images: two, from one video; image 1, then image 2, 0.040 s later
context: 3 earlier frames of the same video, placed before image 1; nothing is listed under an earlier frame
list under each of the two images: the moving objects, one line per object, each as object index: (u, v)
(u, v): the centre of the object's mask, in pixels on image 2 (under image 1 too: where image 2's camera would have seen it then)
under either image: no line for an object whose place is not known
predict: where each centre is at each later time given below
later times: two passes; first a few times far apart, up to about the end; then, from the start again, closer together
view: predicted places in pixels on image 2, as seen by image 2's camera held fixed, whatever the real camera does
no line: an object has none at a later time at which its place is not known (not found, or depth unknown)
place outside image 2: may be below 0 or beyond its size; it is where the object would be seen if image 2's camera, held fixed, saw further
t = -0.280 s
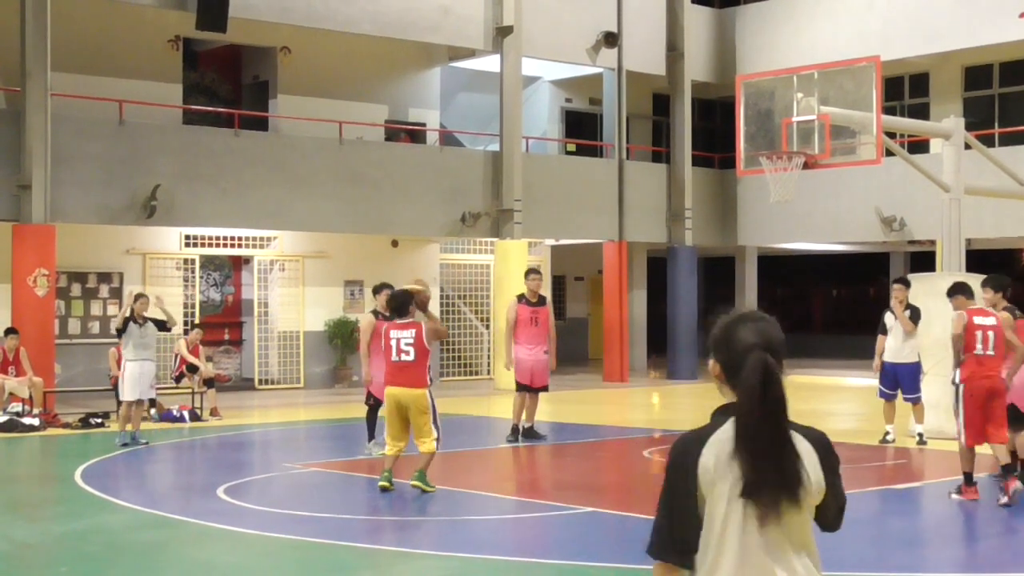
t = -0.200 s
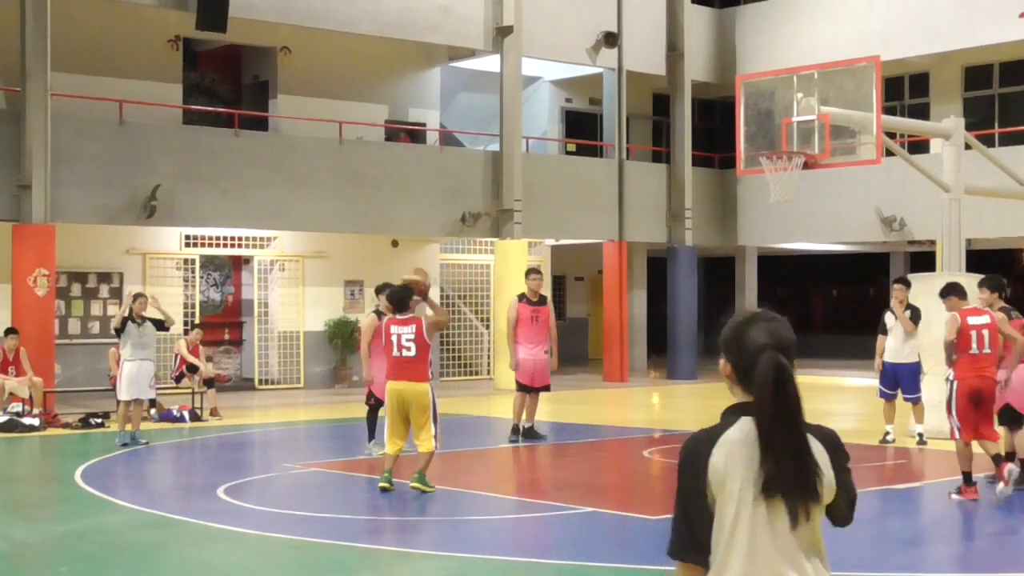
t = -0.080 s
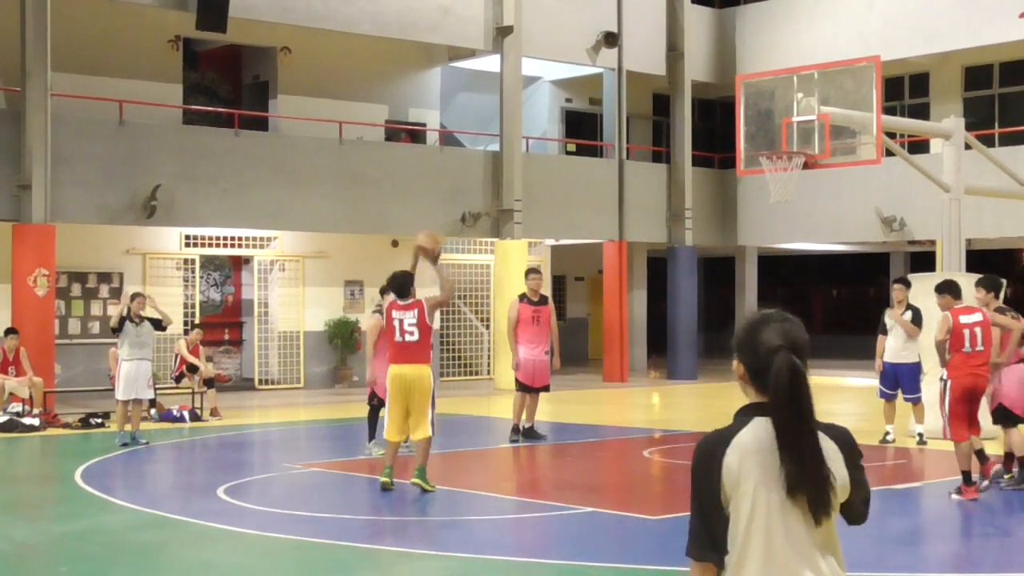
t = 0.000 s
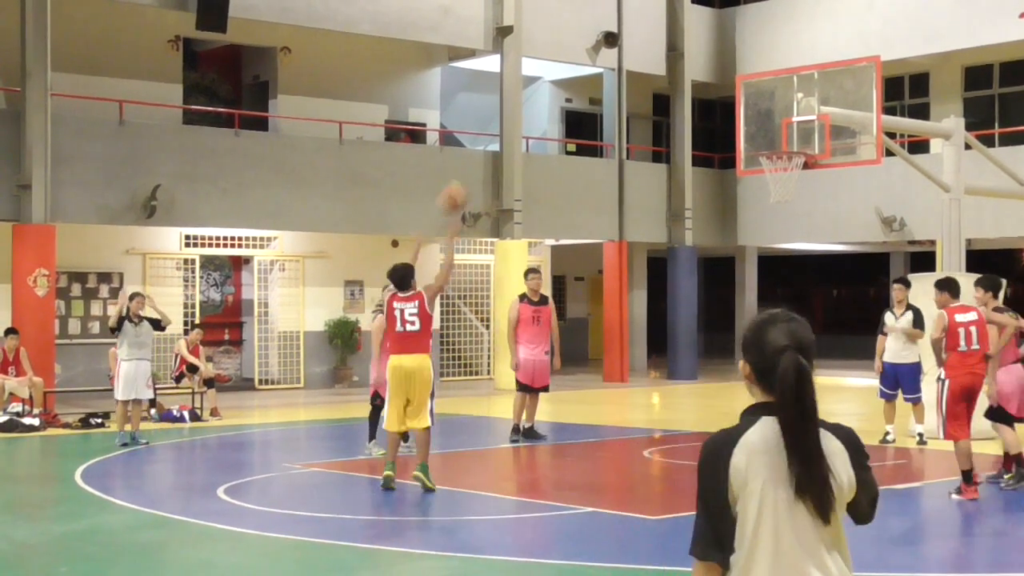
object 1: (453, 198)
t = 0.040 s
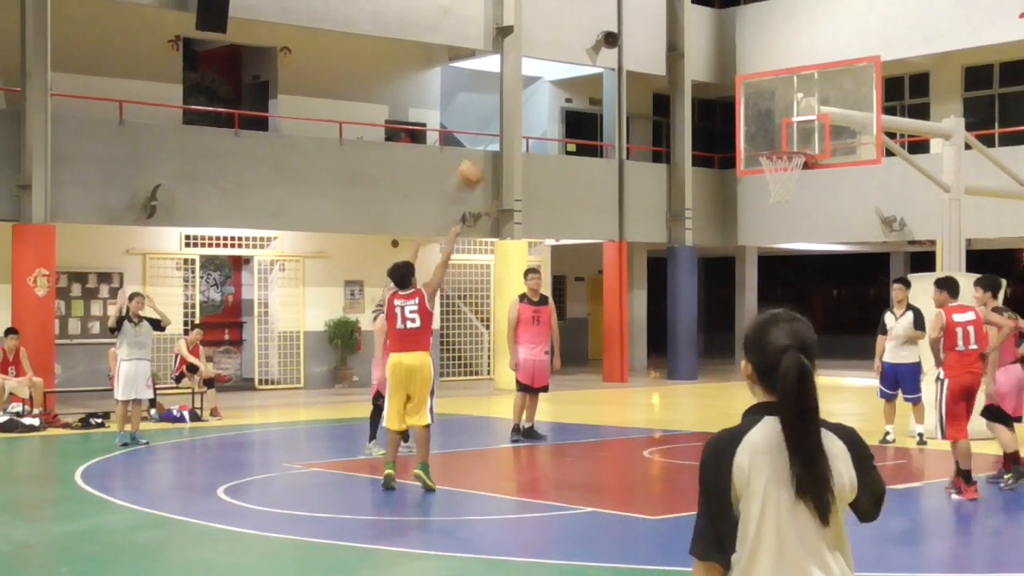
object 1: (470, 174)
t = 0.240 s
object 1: (548, 87)
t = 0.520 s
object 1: (644, 44)
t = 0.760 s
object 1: (718, 72)
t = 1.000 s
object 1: (784, 146)
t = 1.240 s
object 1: (794, 186)
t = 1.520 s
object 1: (773, 212)
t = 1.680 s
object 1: (764, 255)
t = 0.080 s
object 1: (486, 154)
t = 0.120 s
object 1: (501, 133)
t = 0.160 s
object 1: (517, 117)
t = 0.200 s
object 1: (533, 101)
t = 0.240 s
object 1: (548, 87)
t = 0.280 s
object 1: (562, 76)
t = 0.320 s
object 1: (576, 66)
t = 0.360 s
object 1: (590, 57)
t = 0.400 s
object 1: (602, 51)
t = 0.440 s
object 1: (616, 47)
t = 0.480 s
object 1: (630, 45)
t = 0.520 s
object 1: (644, 44)
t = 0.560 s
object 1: (658, 45)
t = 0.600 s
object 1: (671, 47)
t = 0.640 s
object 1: (679, 51)
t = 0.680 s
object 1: (693, 58)
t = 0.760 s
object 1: (718, 72)
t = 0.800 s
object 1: (728, 80)
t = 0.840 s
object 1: (740, 92)
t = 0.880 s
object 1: (752, 103)
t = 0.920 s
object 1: (761, 119)
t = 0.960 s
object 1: (772, 136)
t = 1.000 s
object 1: (784, 146)
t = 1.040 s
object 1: (797, 170)
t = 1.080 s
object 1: (801, 177)
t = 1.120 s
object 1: (802, 178)
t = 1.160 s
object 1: (801, 179)
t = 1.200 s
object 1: (799, 181)
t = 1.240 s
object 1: (794, 186)
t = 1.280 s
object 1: (792, 190)
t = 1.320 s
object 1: (789, 193)
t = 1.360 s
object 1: (784, 193)
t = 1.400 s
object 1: (780, 201)
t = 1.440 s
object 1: (778, 203)
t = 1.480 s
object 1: (775, 206)
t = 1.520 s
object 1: (773, 212)
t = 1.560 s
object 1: (770, 220)
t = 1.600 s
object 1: (768, 230)
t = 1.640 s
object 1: (765, 242)
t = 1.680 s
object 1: (764, 255)
